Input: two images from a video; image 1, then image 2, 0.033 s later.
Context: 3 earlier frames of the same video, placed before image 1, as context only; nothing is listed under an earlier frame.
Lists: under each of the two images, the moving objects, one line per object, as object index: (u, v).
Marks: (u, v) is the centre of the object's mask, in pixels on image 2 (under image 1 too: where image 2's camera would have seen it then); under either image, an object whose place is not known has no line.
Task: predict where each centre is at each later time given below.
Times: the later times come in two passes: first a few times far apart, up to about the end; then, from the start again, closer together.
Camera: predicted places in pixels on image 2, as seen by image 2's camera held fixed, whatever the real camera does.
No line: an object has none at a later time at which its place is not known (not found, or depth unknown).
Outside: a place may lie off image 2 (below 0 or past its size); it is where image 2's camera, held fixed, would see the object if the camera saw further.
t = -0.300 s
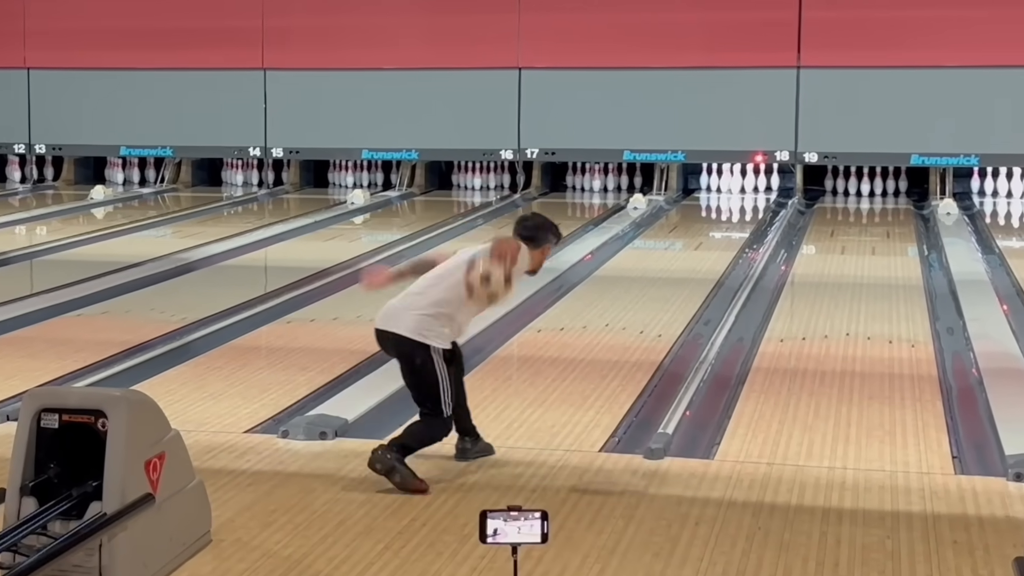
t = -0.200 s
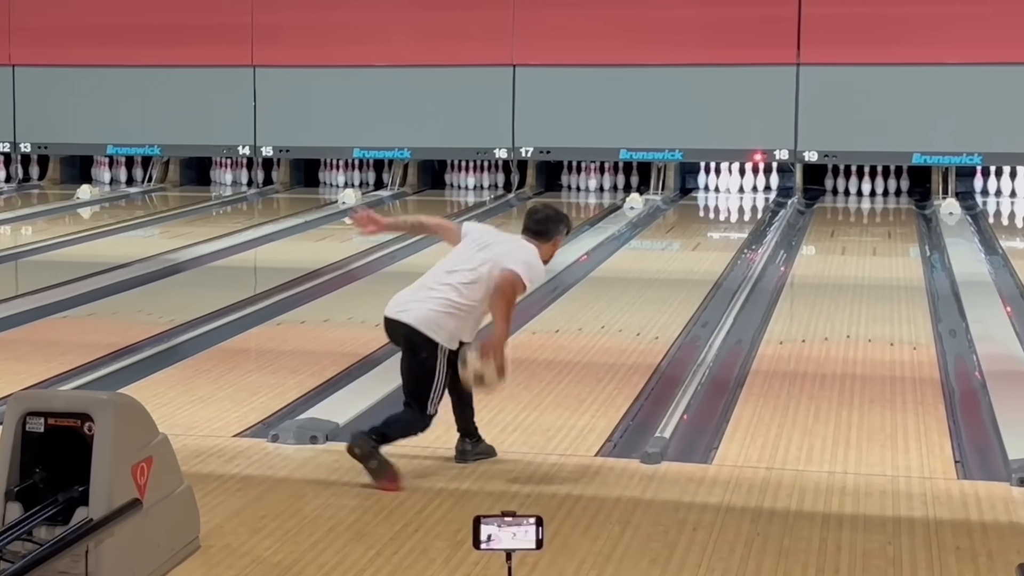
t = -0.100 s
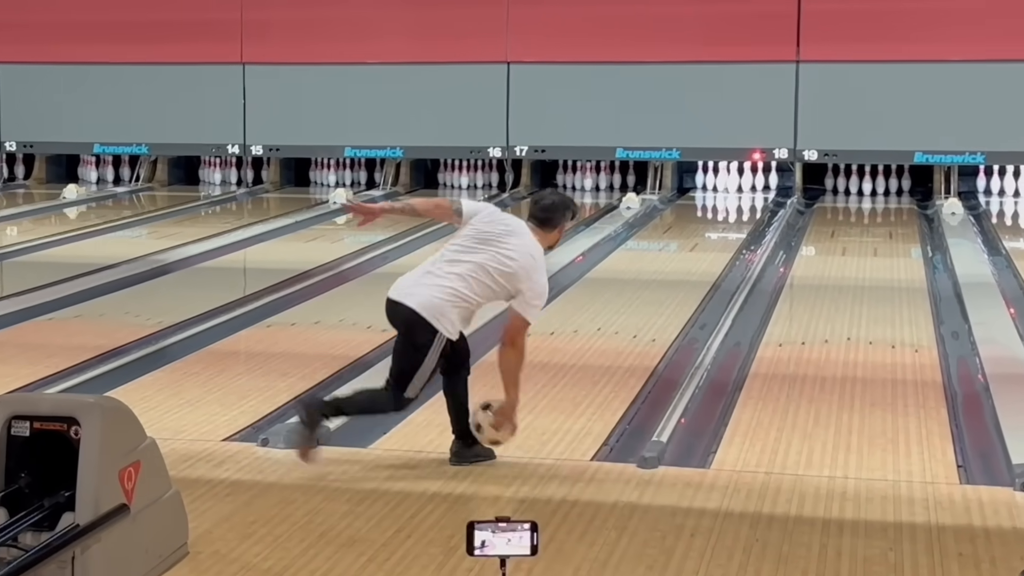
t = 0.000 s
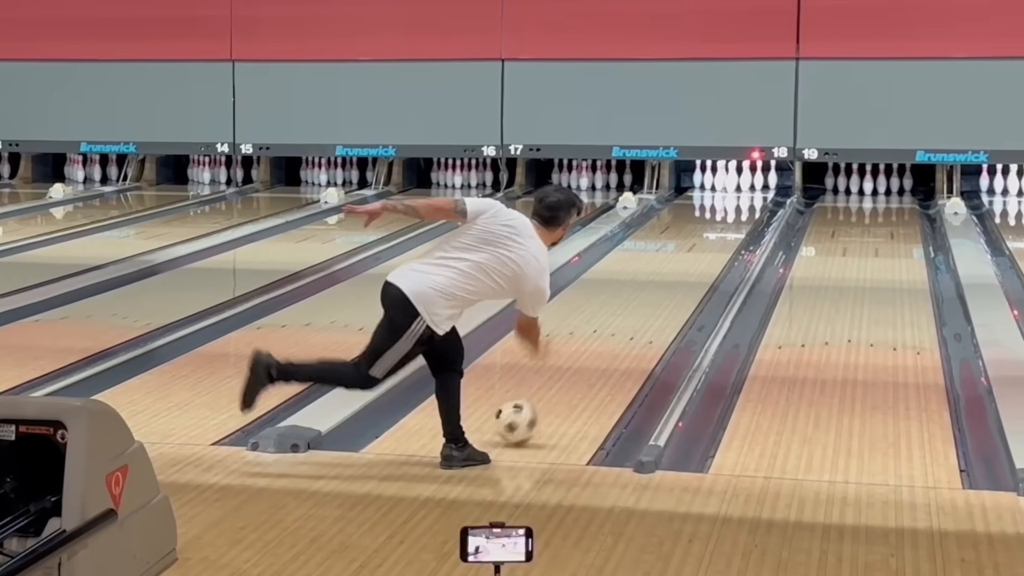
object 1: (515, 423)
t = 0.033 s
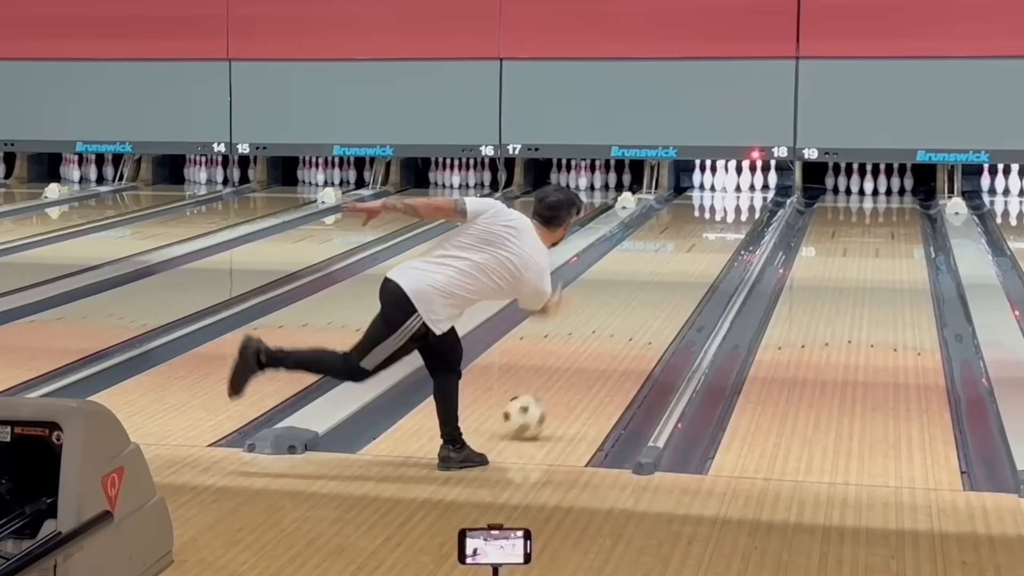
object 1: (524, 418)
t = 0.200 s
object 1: (564, 382)
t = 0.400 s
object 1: (601, 350)
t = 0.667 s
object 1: (640, 312)
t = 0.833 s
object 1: (660, 292)
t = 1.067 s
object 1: (683, 268)
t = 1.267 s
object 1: (699, 251)
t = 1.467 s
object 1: (712, 236)
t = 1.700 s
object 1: (724, 222)
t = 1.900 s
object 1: (731, 210)
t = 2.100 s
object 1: (736, 201)
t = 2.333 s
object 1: (738, 191)
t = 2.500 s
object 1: (737, 188)
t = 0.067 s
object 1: (534, 410)
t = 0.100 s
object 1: (541, 402)
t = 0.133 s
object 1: (549, 395)
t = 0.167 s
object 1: (556, 388)
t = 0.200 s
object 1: (564, 382)
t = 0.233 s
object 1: (572, 377)
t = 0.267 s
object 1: (578, 370)
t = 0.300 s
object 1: (585, 364)
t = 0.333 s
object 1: (590, 358)
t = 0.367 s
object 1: (595, 352)
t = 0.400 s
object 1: (601, 350)
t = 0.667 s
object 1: (640, 312)
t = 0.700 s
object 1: (644, 308)
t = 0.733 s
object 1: (647, 303)
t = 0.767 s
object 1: (652, 300)
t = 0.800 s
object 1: (657, 296)
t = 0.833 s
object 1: (660, 292)
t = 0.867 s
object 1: (664, 288)
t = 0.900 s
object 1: (667, 284)
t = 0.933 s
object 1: (670, 281)
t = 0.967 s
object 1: (674, 278)
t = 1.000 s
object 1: (677, 274)
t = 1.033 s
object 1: (681, 271)
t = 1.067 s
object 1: (683, 268)
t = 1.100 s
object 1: (686, 265)
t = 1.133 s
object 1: (688, 262)
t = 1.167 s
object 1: (693, 260)
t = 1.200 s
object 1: (694, 257)
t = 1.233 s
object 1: (697, 253)
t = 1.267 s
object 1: (699, 251)
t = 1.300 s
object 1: (701, 248)
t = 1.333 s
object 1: (704, 246)
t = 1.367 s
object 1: (706, 243)
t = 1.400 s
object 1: (709, 241)
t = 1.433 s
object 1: (710, 238)
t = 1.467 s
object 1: (712, 236)
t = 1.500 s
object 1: (714, 234)
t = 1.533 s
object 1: (716, 232)
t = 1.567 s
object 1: (718, 230)
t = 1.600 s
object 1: (719, 227)
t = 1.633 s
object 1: (721, 225)
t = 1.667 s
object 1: (723, 223)
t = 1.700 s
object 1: (724, 222)
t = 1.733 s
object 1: (725, 219)
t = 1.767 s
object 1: (727, 218)
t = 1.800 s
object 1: (727, 216)
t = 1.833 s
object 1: (728, 214)
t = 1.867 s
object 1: (730, 212)
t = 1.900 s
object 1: (731, 210)
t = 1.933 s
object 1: (732, 208)
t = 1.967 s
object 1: (733, 206)
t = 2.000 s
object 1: (734, 205)
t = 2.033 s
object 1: (735, 204)
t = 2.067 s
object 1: (735, 202)
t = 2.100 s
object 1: (736, 201)
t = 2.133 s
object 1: (737, 199)
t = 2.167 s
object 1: (737, 198)
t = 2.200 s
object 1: (738, 197)
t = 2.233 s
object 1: (738, 195)
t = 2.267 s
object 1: (738, 194)
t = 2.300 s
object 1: (739, 193)
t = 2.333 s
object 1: (738, 191)
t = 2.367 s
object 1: (738, 190)
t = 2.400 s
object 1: (739, 188)
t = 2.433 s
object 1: (739, 187)
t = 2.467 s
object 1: (739, 188)
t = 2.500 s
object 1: (737, 188)
